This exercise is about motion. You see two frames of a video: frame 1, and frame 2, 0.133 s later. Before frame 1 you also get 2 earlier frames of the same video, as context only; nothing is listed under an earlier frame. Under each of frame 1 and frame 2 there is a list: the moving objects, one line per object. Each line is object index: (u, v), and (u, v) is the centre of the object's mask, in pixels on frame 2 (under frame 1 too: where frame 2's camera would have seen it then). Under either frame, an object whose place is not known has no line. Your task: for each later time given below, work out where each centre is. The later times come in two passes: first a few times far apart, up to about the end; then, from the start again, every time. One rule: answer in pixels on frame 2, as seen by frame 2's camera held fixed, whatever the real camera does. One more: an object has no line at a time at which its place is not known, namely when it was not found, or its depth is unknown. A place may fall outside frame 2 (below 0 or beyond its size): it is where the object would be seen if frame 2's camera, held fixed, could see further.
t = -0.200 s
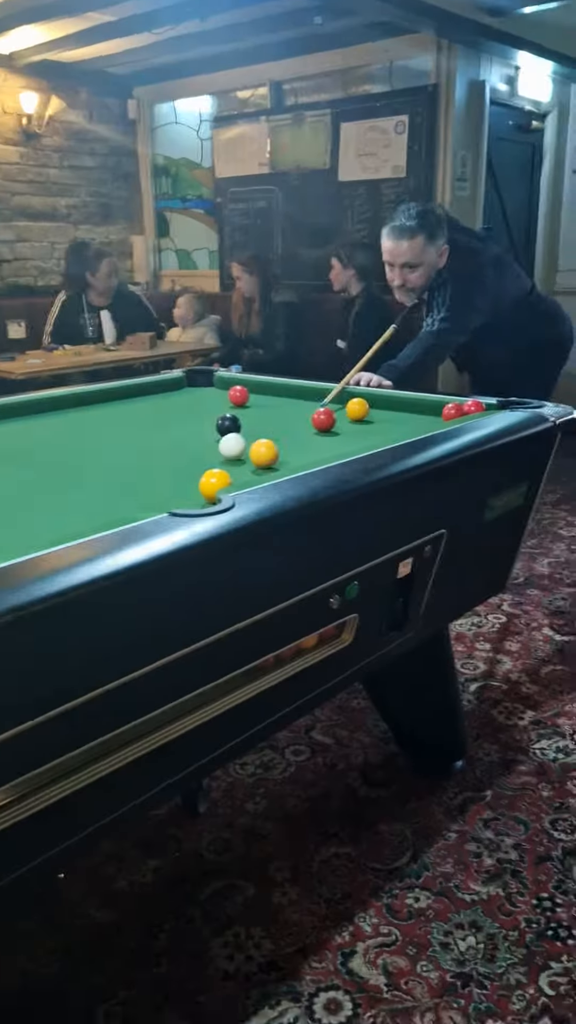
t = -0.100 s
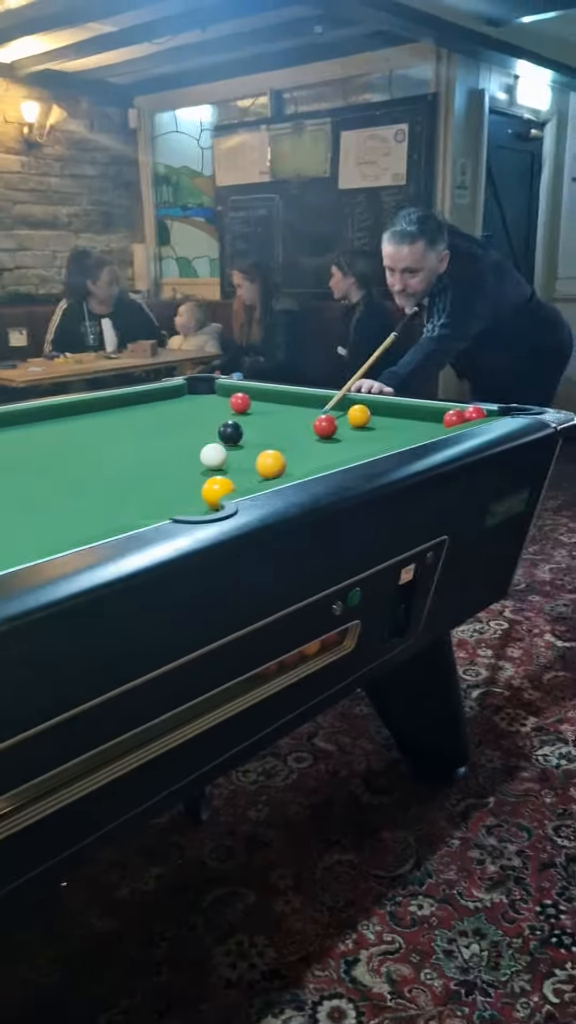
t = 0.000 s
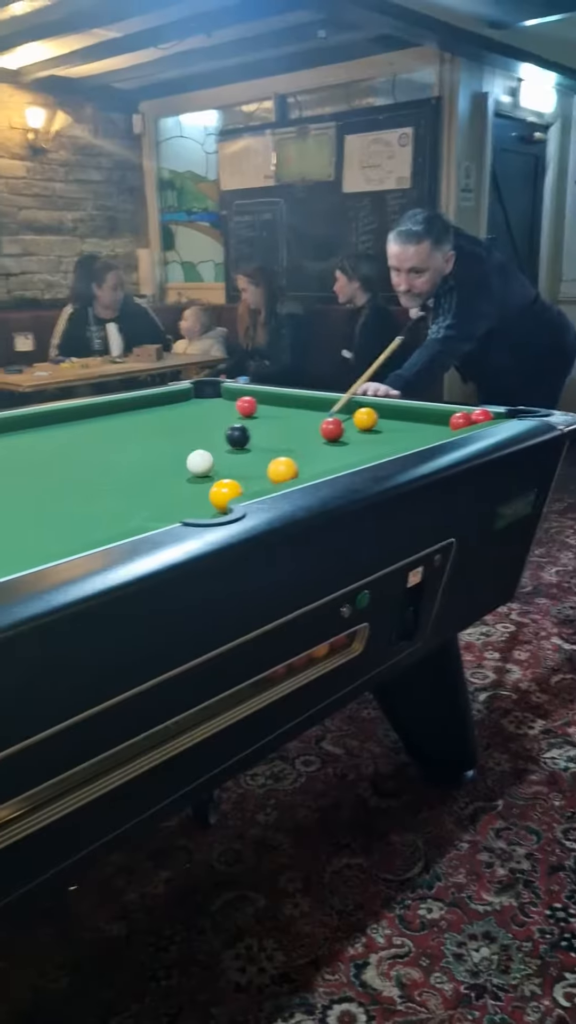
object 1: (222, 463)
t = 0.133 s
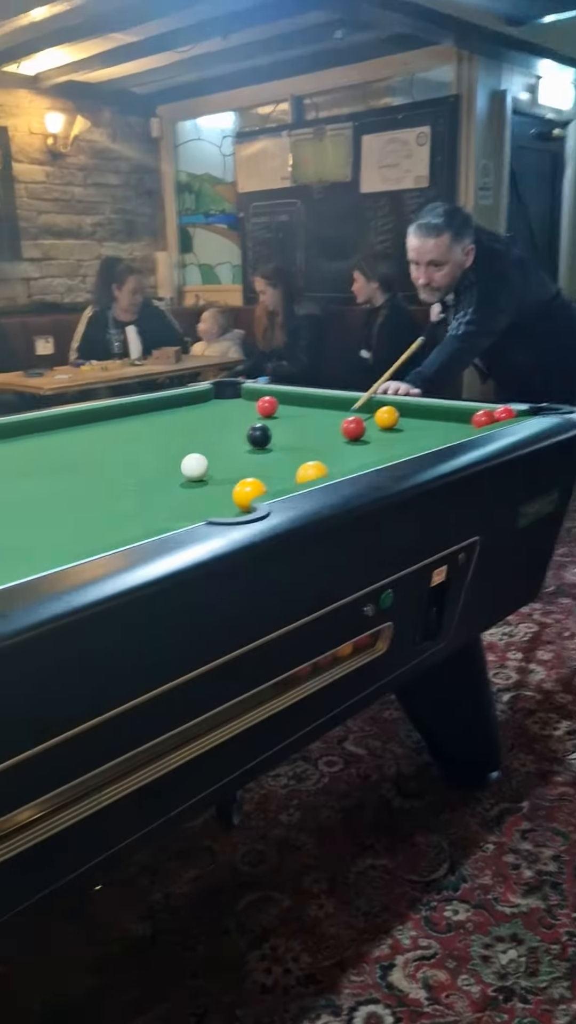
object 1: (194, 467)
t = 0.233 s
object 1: (174, 470)
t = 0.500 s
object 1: (118, 478)
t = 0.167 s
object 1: (188, 468)
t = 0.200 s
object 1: (181, 469)
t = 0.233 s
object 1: (174, 470)
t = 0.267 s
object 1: (167, 471)
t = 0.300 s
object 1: (160, 472)
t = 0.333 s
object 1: (153, 473)
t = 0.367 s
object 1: (146, 474)
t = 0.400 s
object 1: (139, 475)
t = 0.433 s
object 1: (132, 476)
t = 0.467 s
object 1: (125, 477)
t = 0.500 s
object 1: (118, 478)
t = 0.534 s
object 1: (111, 479)
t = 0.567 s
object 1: (104, 480)
